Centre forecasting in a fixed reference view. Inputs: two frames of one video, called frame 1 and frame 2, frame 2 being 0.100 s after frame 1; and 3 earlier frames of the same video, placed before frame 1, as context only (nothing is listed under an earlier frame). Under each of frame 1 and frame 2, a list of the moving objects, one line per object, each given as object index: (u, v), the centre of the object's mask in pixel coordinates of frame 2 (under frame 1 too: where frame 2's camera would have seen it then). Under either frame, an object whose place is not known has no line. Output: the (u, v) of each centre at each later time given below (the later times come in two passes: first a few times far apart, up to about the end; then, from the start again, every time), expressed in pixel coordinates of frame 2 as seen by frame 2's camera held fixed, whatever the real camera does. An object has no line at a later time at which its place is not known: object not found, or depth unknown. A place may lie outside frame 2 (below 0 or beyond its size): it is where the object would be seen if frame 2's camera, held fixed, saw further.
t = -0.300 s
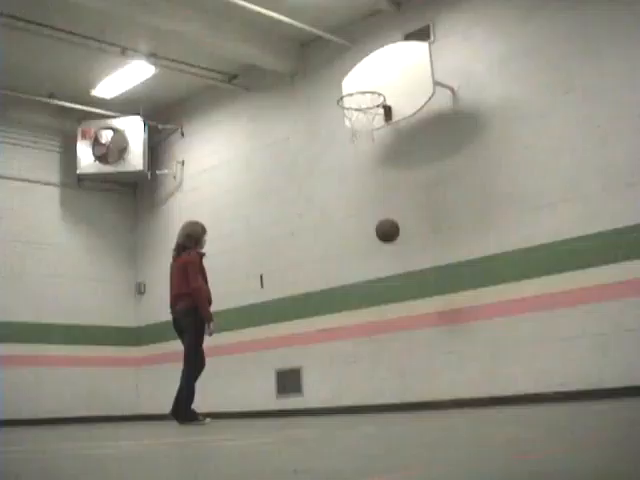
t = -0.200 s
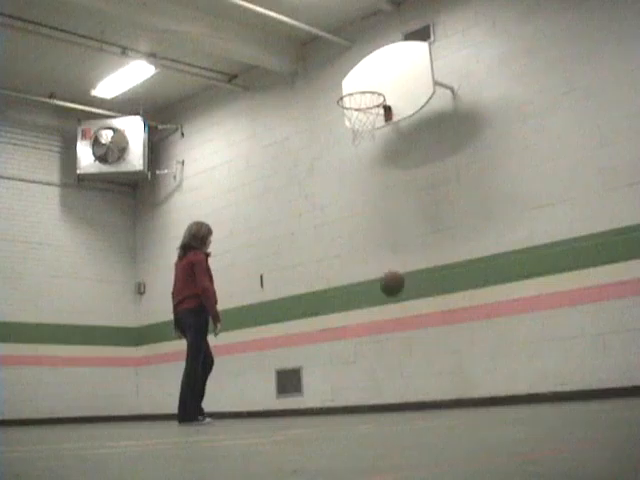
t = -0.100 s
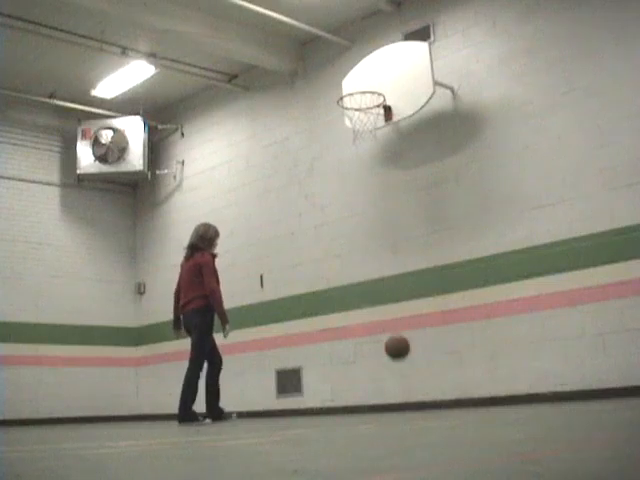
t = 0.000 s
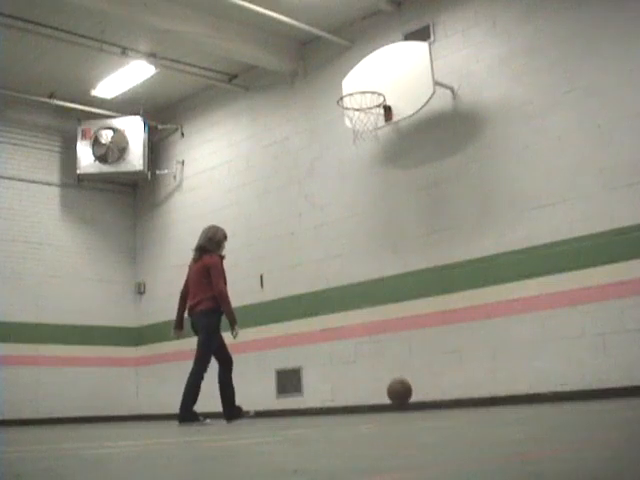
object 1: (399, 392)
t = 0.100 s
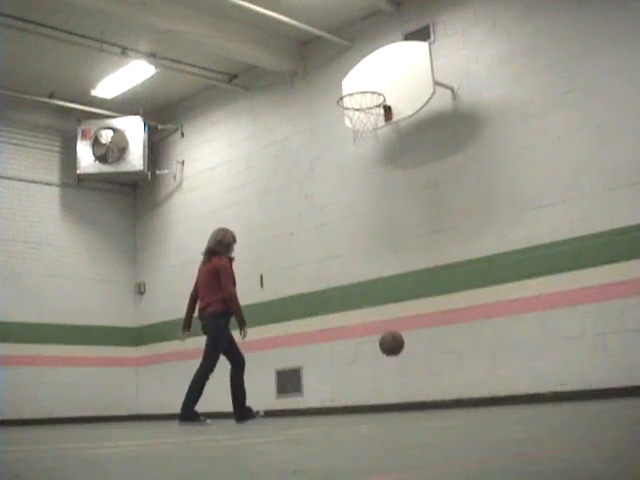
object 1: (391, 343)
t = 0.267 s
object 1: (379, 287)
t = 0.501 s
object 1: (366, 258)
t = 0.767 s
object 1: (356, 296)
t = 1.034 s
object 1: (349, 402)
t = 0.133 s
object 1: (389, 329)
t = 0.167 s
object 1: (386, 317)
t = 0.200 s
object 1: (384, 307)
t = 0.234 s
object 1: (382, 298)
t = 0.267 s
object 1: (379, 287)
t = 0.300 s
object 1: (377, 280)
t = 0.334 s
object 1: (375, 273)
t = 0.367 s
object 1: (373, 268)
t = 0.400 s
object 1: (371, 264)
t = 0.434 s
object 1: (370, 261)
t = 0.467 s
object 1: (368, 259)
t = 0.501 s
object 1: (366, 258)
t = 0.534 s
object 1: (365, 259)
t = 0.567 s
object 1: (363, 260)
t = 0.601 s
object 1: (362, 263)
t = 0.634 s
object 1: (360, 267)
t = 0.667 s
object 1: (359, 273)
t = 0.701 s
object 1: (358, 279)
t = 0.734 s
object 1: (356, 287)
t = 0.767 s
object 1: (356, 296)
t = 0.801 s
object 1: (354, 306)
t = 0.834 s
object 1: (354, 319)
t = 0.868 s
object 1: (352, 330)
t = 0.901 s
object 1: (352, 343)
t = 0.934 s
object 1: (351, 358)
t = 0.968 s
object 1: (350, 375)
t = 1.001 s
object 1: (350, 392)
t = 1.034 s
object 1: (349, 402)
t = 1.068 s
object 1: (347, 388)
